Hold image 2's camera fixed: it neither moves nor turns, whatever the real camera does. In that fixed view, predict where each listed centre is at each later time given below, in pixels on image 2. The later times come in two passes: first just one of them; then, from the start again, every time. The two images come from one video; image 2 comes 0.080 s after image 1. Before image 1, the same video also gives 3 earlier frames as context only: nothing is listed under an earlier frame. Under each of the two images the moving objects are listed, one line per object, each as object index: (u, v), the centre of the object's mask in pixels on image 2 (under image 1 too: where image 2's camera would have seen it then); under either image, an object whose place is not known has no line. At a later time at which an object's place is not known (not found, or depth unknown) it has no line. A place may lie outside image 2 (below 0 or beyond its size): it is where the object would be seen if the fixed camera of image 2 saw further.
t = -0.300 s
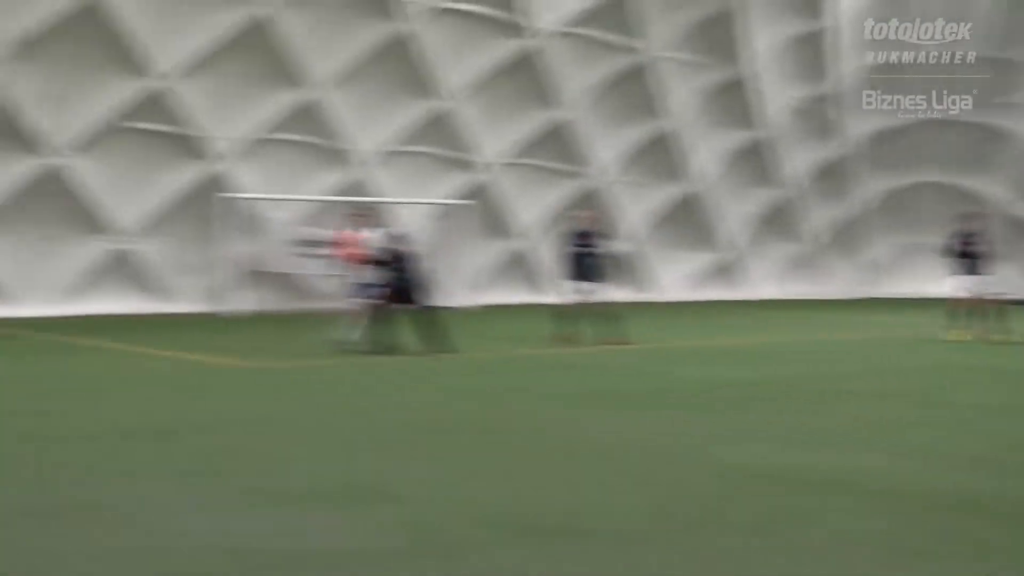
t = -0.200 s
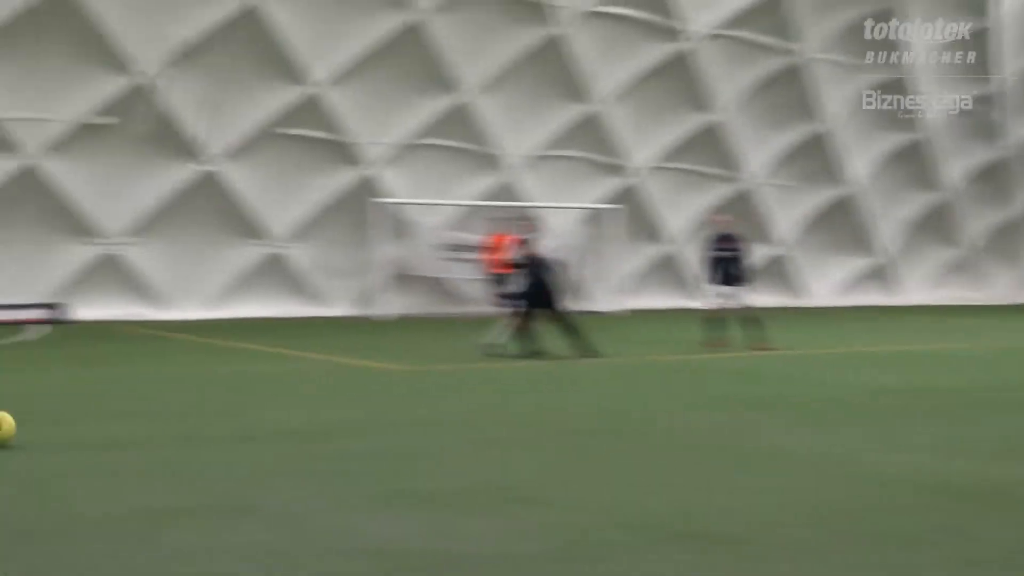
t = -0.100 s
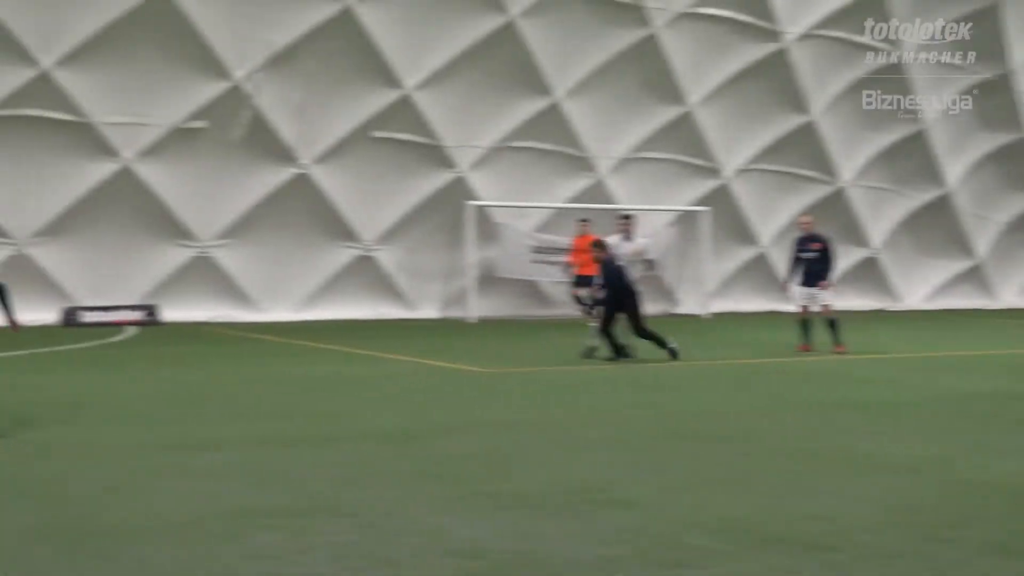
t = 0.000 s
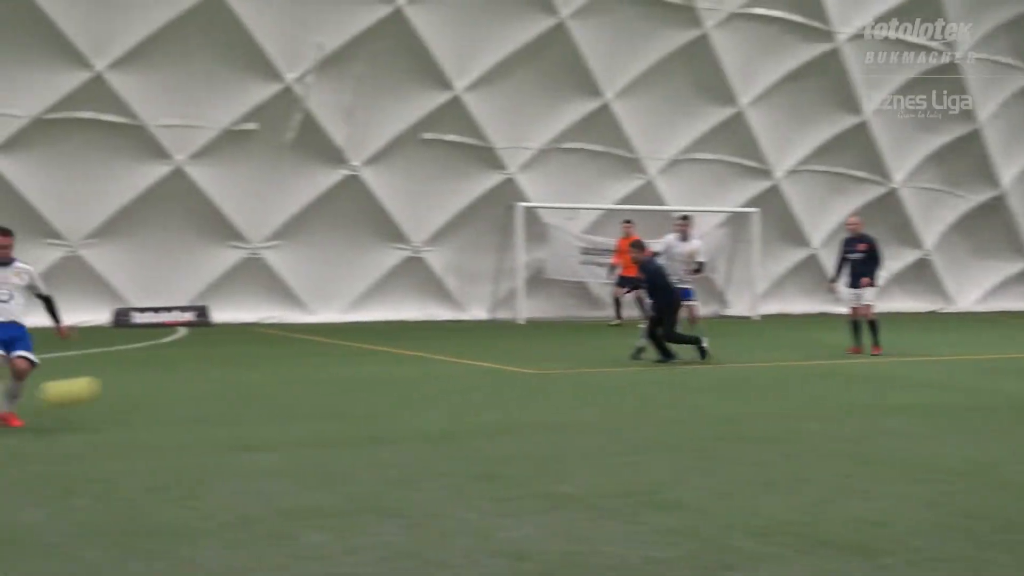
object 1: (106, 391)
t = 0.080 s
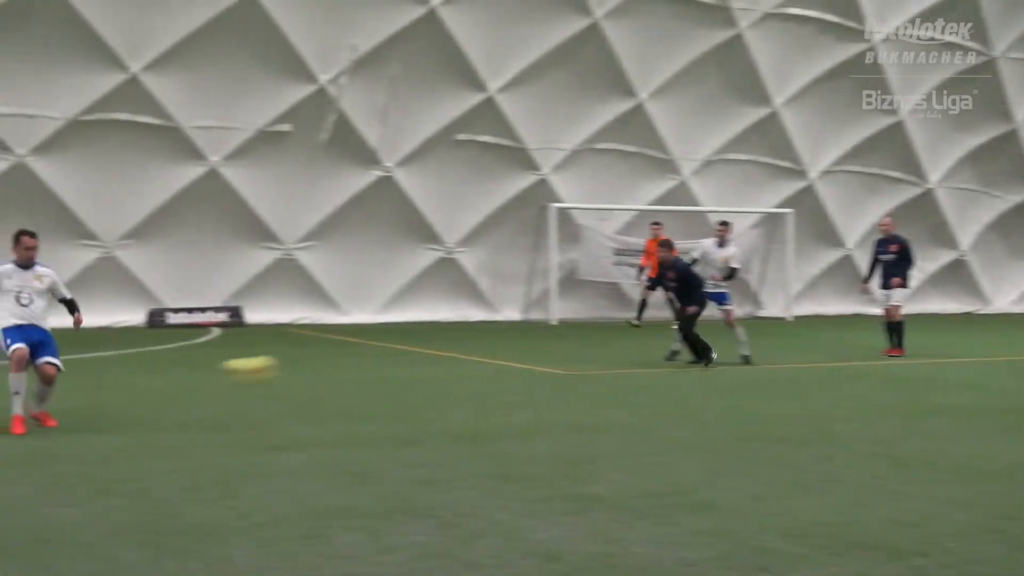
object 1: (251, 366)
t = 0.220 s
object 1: (482, 350)
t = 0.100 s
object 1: (286, 364)
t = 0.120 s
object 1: (318, 362)
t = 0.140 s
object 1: (352, 359)
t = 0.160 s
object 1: (387, 356)
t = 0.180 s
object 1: (419, 354)
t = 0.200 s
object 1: (451, 351)
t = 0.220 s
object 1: (482, 350)
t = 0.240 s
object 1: (511, 348)
